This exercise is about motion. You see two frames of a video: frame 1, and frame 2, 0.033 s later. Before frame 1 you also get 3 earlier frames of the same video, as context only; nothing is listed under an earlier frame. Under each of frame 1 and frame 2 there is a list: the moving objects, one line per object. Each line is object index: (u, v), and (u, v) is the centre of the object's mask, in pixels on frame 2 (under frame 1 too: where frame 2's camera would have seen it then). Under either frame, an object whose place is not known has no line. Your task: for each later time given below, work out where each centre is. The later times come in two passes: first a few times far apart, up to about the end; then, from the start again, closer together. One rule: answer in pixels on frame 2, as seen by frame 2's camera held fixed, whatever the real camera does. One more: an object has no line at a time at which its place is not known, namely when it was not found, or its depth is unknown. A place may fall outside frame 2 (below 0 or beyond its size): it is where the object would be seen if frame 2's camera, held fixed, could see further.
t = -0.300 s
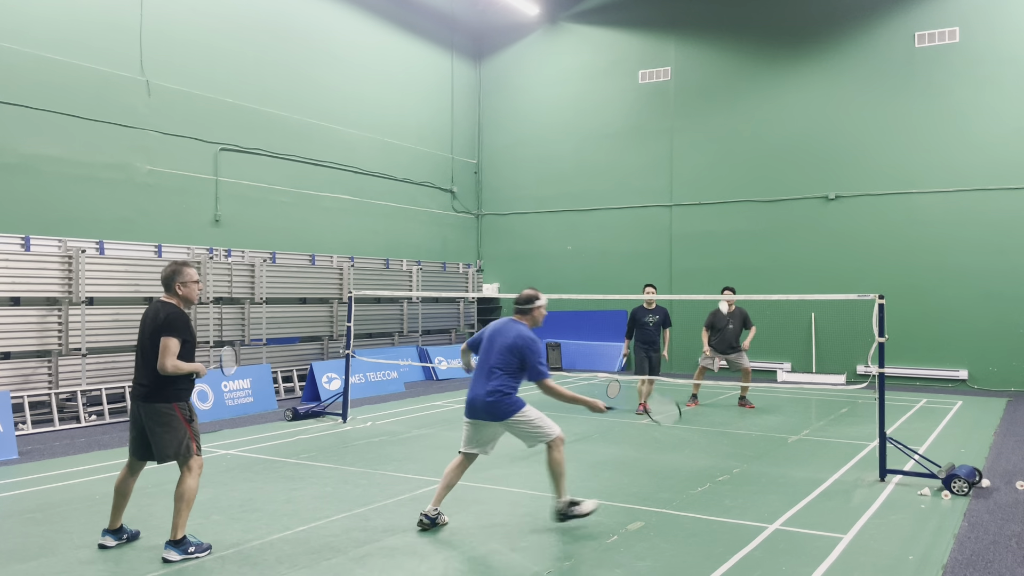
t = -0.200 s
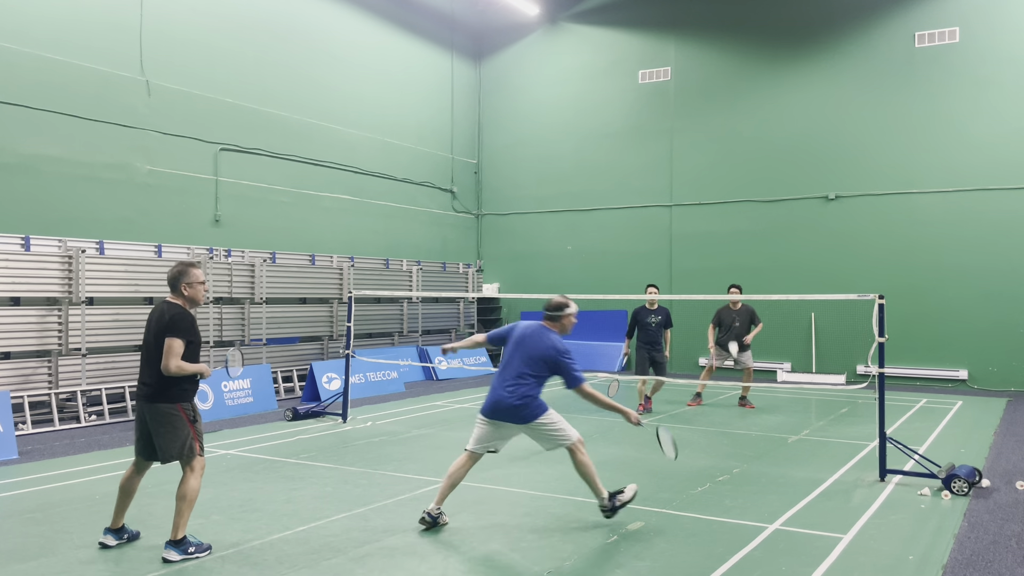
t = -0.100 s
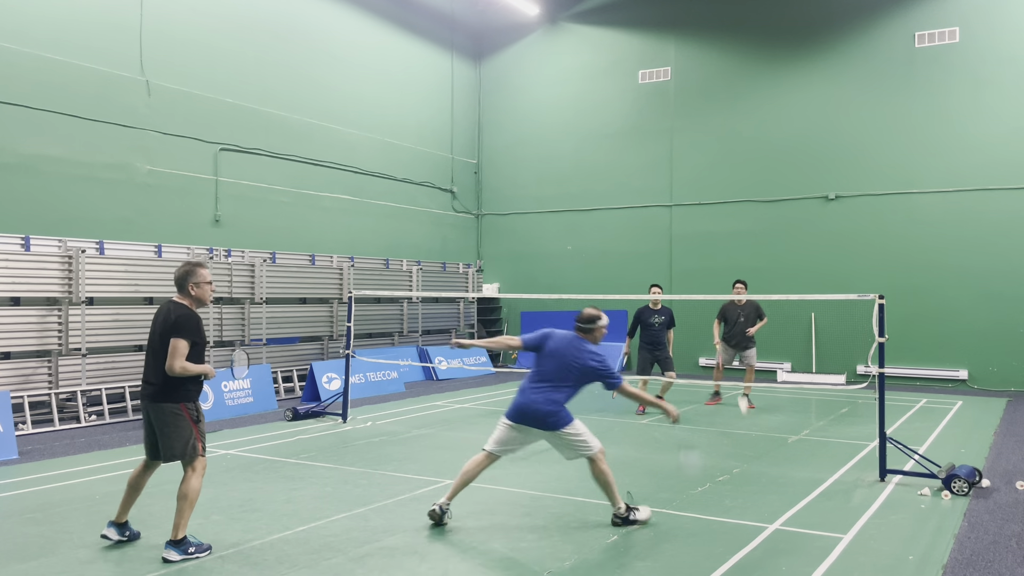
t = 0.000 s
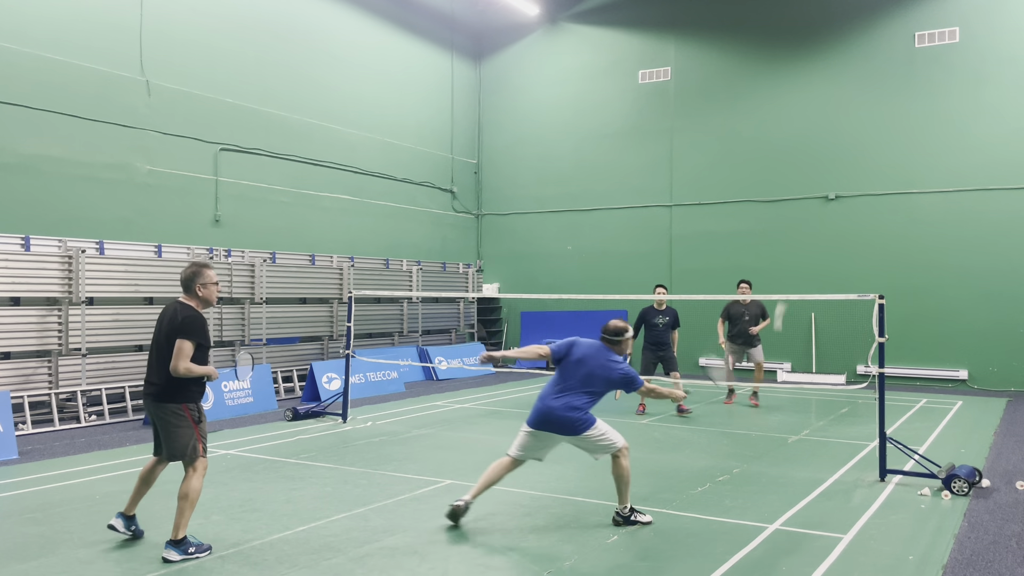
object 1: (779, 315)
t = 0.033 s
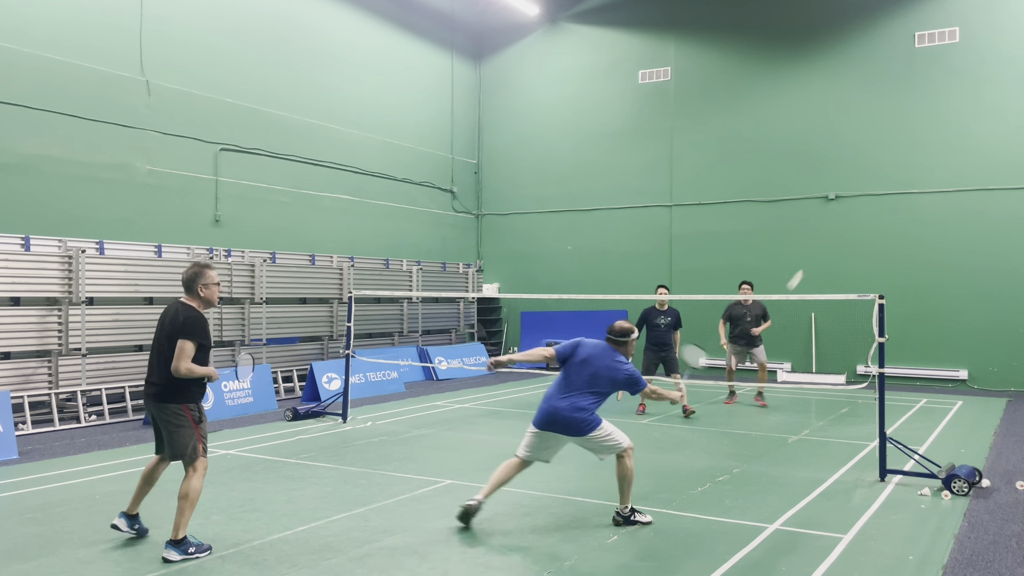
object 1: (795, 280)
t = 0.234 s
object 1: (845, 178)
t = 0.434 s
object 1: (868, 157)
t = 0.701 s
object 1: (890, 181)
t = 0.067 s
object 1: (810, 254)
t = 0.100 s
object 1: (819, 231)
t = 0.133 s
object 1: (826, 213)
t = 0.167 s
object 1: (834, 198)
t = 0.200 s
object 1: (840, 187)
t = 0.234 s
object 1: (845, 178)
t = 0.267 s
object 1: (849, 171)
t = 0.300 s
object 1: (854, 166)
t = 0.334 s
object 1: (858, 162)
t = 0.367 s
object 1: (861, 159)
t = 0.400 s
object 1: (865, 158)
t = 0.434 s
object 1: (868, 157)
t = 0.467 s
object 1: (871, 158)
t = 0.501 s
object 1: (874, 159)
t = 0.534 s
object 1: (877, 161)
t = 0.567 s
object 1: (880, 163)
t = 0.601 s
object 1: (882, 167)
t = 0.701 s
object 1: (890, 181)
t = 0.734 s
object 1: (892, 188)
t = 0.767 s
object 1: (894, 194)
